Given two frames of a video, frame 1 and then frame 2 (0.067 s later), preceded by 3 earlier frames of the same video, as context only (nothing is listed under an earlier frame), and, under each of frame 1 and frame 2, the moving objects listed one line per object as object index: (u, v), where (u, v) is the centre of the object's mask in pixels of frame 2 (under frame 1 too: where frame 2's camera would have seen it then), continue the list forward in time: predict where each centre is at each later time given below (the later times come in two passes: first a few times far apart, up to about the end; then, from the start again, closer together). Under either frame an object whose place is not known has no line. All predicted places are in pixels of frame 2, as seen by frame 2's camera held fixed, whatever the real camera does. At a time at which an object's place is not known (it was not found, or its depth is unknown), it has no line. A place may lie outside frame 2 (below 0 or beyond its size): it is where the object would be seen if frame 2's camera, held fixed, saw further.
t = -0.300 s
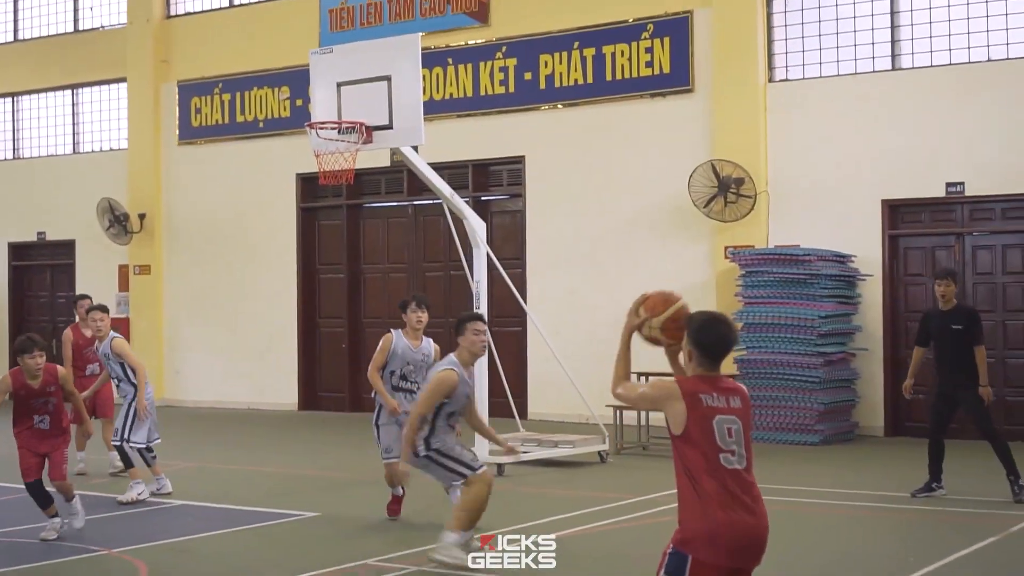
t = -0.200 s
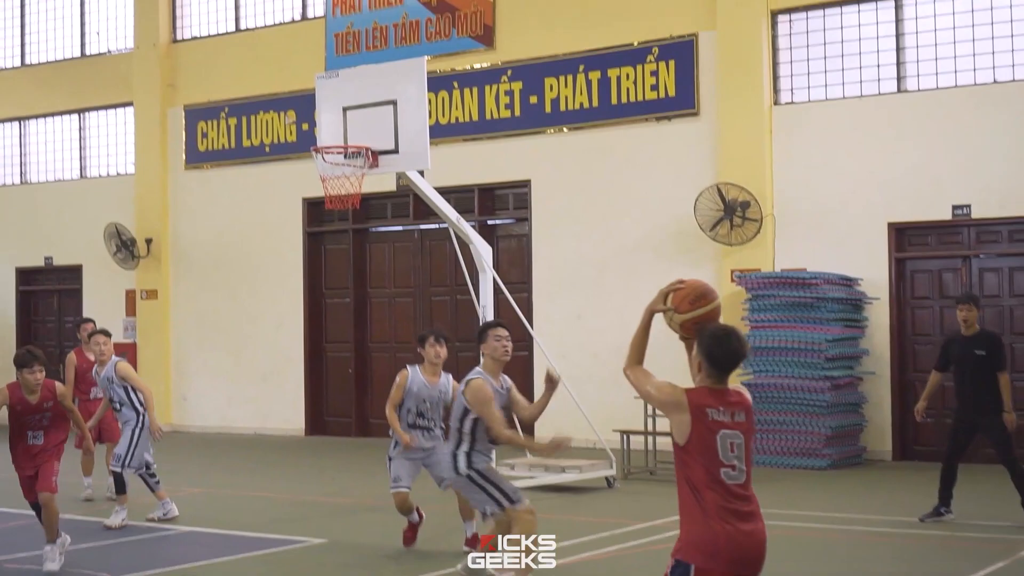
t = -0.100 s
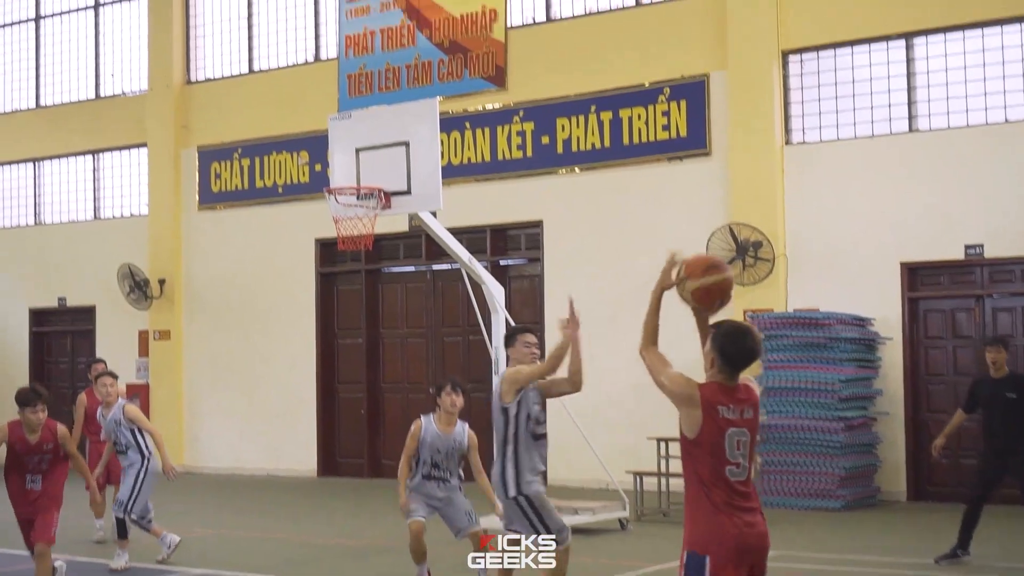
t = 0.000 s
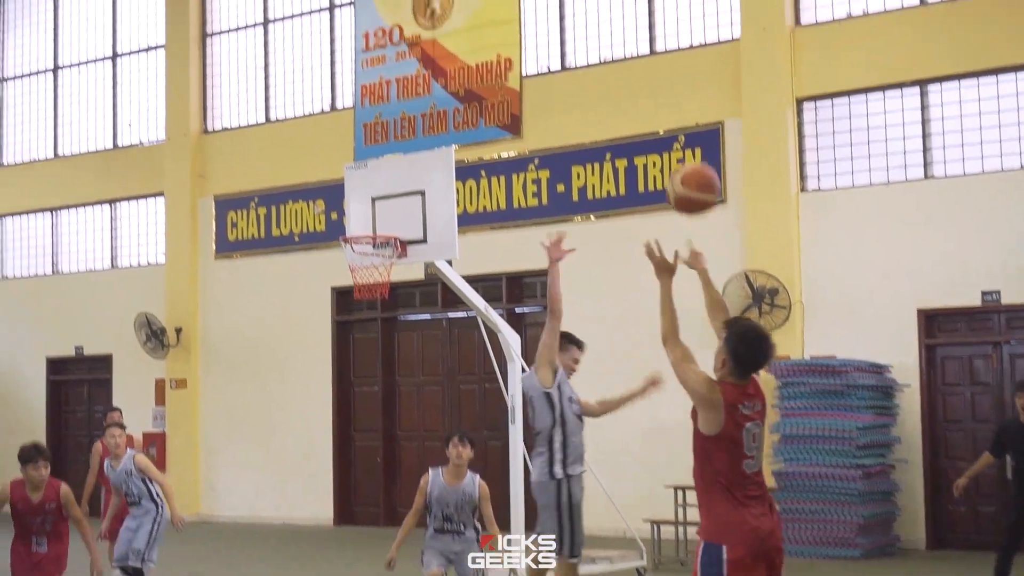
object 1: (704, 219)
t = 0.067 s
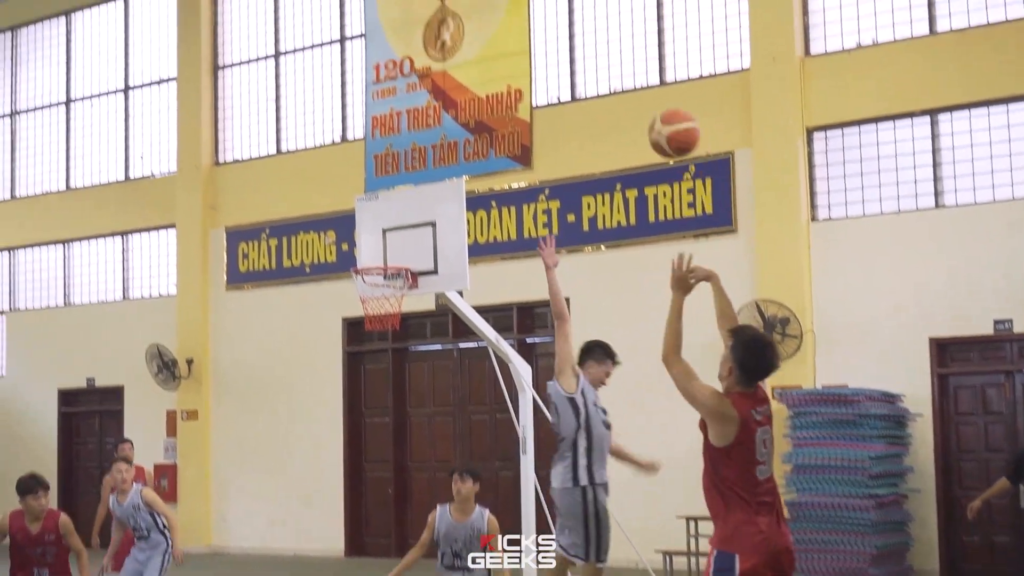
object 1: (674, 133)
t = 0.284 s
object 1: (600, -42)
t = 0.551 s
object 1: (535, -106)
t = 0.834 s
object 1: (487, -45)
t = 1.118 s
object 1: (449, 93)
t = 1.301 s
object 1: (429, 218)
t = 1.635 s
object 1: (288, 270)
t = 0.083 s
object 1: (667, 115)
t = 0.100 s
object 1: (661, 98)
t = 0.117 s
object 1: (655, 81)
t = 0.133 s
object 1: (649, 65)
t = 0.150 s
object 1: (643, 50)
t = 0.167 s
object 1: (637, 36)
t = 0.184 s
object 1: (631, 22)
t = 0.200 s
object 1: (626, 10)
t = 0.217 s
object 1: (620, -2)
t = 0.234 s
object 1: (615, -13)
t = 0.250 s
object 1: (610, -23)
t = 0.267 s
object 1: (605, -33)
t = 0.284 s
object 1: (600, -42)
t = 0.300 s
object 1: (595, -50)
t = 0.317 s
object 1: (590, -57)
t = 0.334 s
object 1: (586, -64)
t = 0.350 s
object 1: (582, -71)
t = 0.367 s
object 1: (577, -76)
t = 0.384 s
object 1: (573, -82)
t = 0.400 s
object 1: (569, -87)
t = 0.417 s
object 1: (565, -90)
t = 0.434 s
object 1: (561, -94)
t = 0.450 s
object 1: (557, -97)
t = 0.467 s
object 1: (554, -100)
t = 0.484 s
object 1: (550, -102)
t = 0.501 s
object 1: (546, -104)
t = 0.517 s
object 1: (542, -105)
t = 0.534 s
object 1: (539, -105)
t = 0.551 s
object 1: (535, -106)
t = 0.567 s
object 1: (532, -105)
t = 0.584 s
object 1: (529, -104)
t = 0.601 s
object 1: (525, -103)
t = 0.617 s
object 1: (523, -101)
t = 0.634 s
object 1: (519, -100)
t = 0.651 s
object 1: (517, -97)
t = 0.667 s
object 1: (513, -95)
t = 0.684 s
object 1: (511, -91)
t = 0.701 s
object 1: (508, -88)
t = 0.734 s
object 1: (502, -79)
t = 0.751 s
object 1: (499, -75)
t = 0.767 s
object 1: (497, -70)
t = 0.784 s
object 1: (494, -65)
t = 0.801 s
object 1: (492, -59)
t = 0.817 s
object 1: (490, -52)
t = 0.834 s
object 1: (487, -45)
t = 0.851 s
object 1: (484, -40)
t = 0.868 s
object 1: (482, -34)
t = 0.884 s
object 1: (479, -27)
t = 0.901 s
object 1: (477, -20)
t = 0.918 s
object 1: (474, -13)
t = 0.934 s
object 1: (472, -5)
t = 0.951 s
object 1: (470, 3)
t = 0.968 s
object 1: (468, 11)
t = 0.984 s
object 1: (466, 19)
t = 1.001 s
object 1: (465, 29)
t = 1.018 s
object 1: (461, 37)
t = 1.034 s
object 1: (459, 46)
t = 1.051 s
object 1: (457, 56)
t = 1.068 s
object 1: (456, 65)
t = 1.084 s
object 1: (454, 76)
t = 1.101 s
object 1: (452, 86)
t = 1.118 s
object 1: (449, 93)
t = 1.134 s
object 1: (448, 105)
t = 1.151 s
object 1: (446, 116)
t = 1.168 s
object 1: (445, 127)
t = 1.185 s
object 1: (443, 139)
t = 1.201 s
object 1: (442, 150)
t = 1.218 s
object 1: (440, 161)
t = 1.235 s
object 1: (438, 172)
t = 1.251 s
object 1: (436, 184)
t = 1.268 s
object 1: (434, 197)
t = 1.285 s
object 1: (433, 211)
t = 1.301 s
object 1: (429, 218)
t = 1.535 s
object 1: (334, 257)
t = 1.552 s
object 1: (327, 258)
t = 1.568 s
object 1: (320, 260)
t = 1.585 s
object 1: (312, 263)
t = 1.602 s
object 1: (303, 265)
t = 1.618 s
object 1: (296, 267)
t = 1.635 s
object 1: (288, 270)
